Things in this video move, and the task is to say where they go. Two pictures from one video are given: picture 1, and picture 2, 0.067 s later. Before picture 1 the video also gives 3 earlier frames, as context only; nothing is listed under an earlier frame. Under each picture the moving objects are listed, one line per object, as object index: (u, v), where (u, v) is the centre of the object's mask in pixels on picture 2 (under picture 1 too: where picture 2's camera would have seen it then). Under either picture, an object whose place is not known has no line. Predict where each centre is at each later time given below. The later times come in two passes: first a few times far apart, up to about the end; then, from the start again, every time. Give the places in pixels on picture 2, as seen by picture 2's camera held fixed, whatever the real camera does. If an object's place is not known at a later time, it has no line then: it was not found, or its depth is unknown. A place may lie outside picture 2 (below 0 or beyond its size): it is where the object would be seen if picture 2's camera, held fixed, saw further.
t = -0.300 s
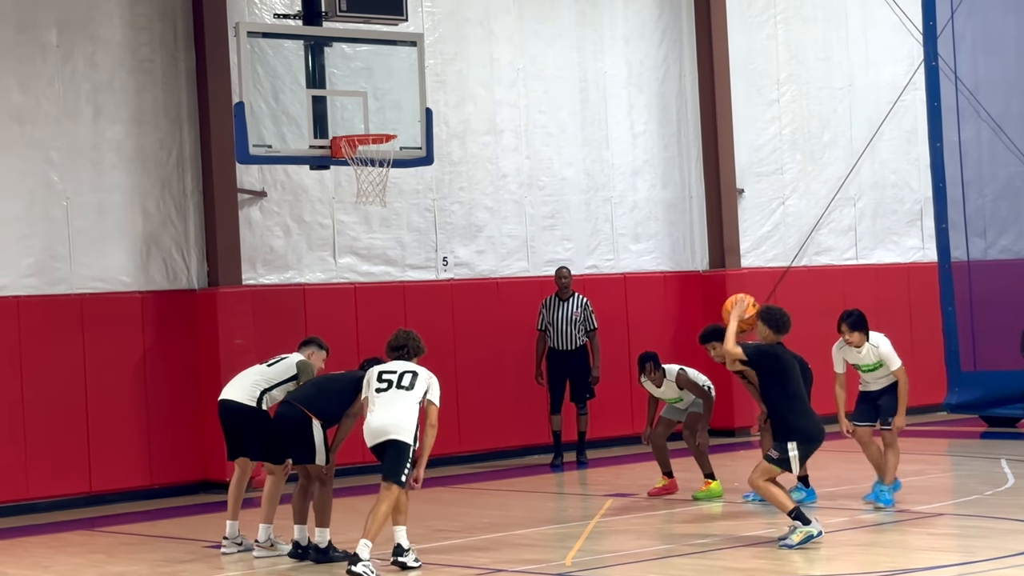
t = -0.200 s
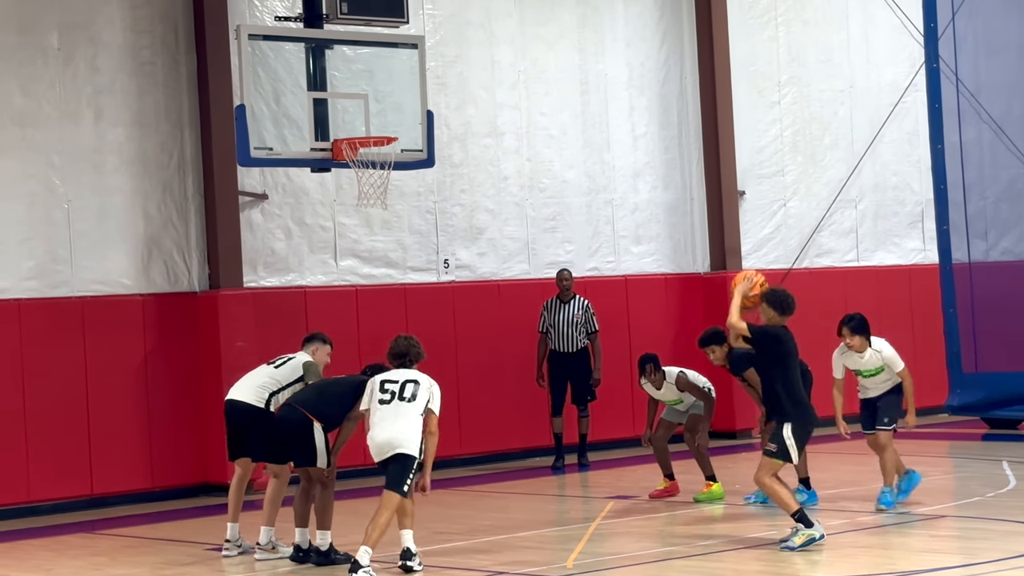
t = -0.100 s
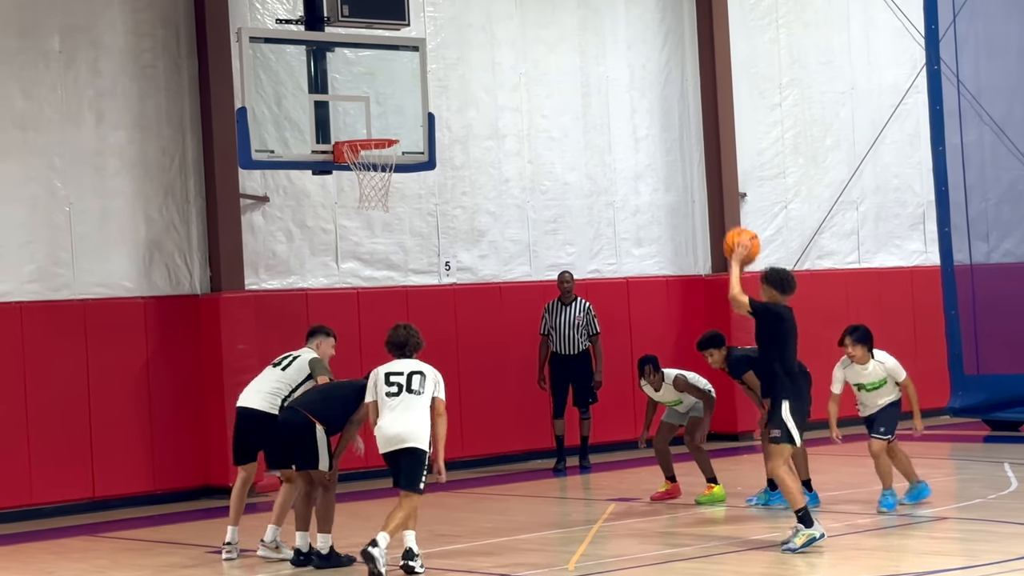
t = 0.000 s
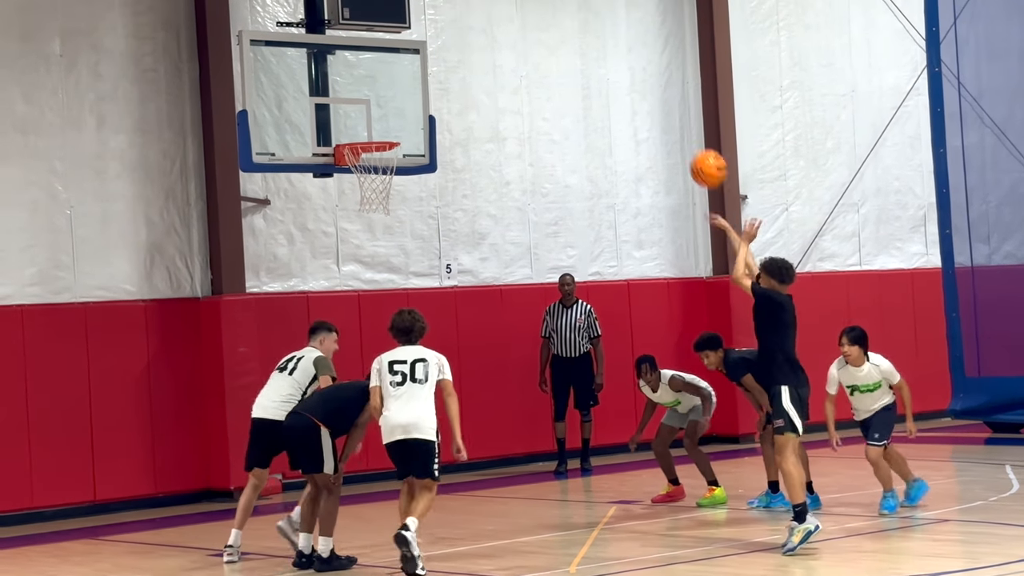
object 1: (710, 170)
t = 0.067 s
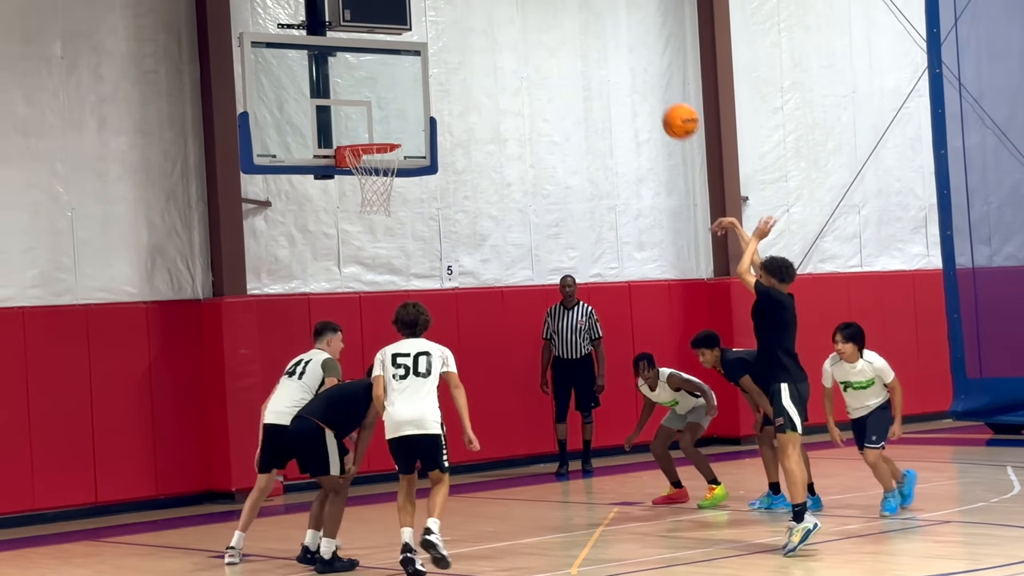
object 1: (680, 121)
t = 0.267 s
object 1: (601, 23)
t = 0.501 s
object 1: (523, -6)
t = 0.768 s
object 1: (450, 28)
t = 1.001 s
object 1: (397, 132)
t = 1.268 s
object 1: (356, 108)
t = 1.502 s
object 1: (375, 125)
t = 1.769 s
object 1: (376, 132)
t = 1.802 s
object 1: (376, 136)
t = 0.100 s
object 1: (666, 100)
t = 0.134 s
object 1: (653, 81)
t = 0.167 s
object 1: (640, 63)
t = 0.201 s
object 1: (627, 48)
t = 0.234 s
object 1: (614, 35)
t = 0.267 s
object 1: (601, 23)
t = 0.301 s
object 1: (590, 13)
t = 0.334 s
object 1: (578, 5)
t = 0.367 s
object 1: (567, 1)
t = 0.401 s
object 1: (555, -2)
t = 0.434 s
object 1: (544, -4)
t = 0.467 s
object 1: (534, -6)
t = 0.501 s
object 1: (523, -6)
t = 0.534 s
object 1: (513, -7)
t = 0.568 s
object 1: (504, -6)
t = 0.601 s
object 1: (494, -4)
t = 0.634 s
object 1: (485, -2)
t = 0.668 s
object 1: (476, 2)
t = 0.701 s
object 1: (467, 9)
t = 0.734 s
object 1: (458, 18)
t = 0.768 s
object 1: (450, 28)
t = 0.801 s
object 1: (442, 40)
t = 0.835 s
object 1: (434, 53)
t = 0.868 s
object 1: (426, 67)
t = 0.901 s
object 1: (418, 82)
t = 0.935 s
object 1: (411, 98)
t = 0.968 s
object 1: (403, 115)
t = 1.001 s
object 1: (397, 132)
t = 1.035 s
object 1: (391, 127)
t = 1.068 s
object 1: (384, 121)
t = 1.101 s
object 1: (377, 117)
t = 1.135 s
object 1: (371, 114)
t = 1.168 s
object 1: (364, 112)
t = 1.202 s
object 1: (358, 112)
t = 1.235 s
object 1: (353, 111)
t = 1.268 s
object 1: (356, 108)
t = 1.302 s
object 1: (358, 107)
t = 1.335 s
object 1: (361, 106)
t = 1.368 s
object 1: (364, 108)
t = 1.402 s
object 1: (366, 110)
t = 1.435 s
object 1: (369, 113)
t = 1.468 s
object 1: (372, 119)
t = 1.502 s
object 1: (375, 125)
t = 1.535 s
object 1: (377, 131)
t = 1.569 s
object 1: (377, 128)
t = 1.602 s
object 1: (376, 125)
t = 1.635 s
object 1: (376, 124)
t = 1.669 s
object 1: (376, 124)
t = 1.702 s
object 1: (376, 126)
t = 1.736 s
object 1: (376, 128)
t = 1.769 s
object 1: (376, 132)
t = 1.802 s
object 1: (376, 136)
